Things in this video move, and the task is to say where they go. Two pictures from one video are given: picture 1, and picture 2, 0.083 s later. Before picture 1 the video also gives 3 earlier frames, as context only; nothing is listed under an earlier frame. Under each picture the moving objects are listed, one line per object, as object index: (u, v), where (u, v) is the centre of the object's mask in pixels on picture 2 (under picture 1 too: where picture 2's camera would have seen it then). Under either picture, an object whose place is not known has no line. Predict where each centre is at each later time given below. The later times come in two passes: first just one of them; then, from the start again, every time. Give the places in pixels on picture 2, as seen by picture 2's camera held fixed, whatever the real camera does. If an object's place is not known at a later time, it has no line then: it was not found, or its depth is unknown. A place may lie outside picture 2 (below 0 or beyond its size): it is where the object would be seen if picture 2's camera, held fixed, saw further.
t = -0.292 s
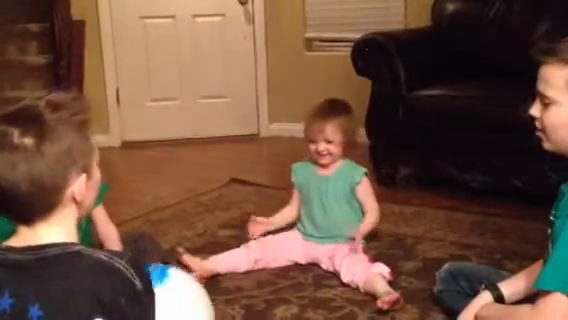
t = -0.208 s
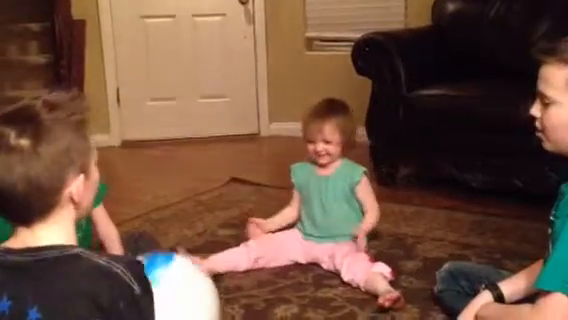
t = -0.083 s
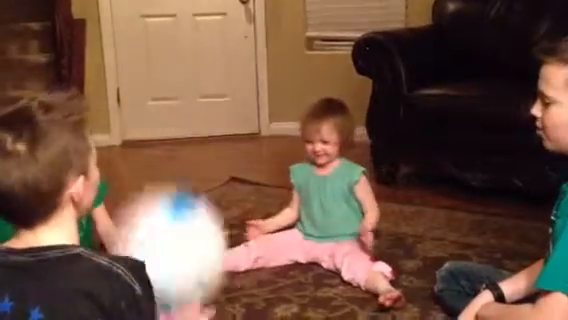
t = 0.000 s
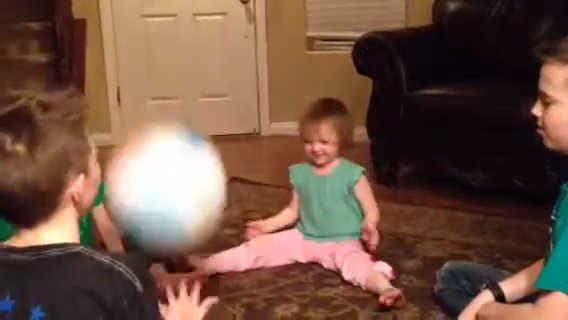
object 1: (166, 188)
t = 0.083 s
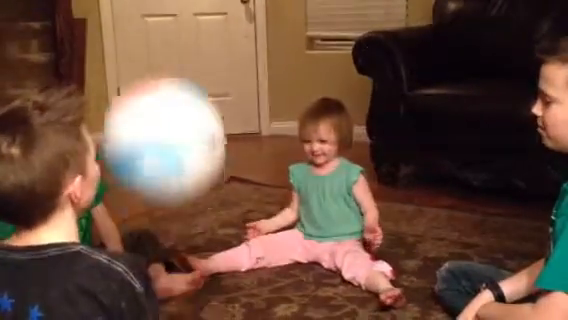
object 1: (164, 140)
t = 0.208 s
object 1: (163, 119)
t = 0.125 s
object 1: (163, 127)
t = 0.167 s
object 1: (163, 119)
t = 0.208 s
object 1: (163, 119)
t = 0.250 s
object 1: (164, 124)
